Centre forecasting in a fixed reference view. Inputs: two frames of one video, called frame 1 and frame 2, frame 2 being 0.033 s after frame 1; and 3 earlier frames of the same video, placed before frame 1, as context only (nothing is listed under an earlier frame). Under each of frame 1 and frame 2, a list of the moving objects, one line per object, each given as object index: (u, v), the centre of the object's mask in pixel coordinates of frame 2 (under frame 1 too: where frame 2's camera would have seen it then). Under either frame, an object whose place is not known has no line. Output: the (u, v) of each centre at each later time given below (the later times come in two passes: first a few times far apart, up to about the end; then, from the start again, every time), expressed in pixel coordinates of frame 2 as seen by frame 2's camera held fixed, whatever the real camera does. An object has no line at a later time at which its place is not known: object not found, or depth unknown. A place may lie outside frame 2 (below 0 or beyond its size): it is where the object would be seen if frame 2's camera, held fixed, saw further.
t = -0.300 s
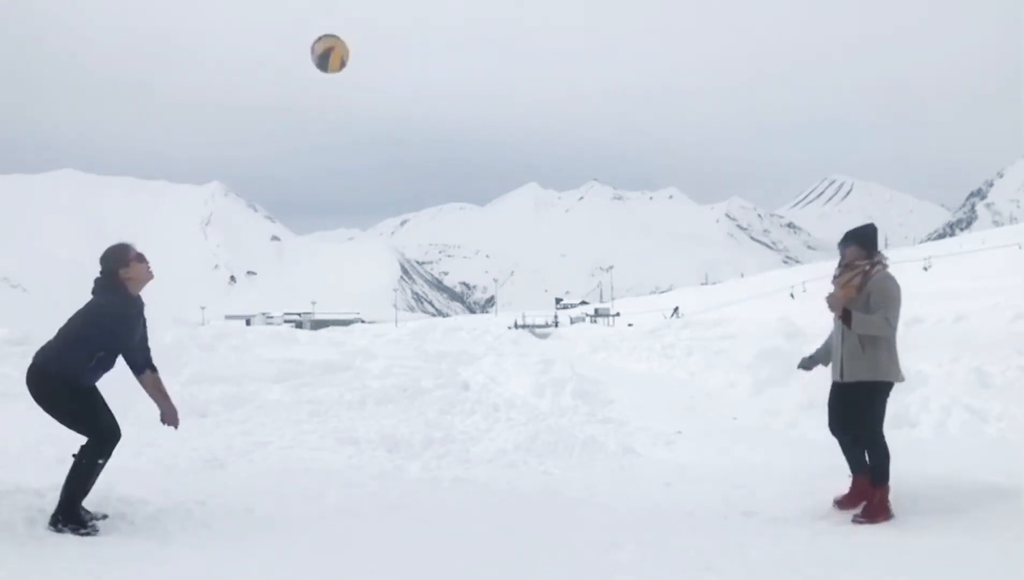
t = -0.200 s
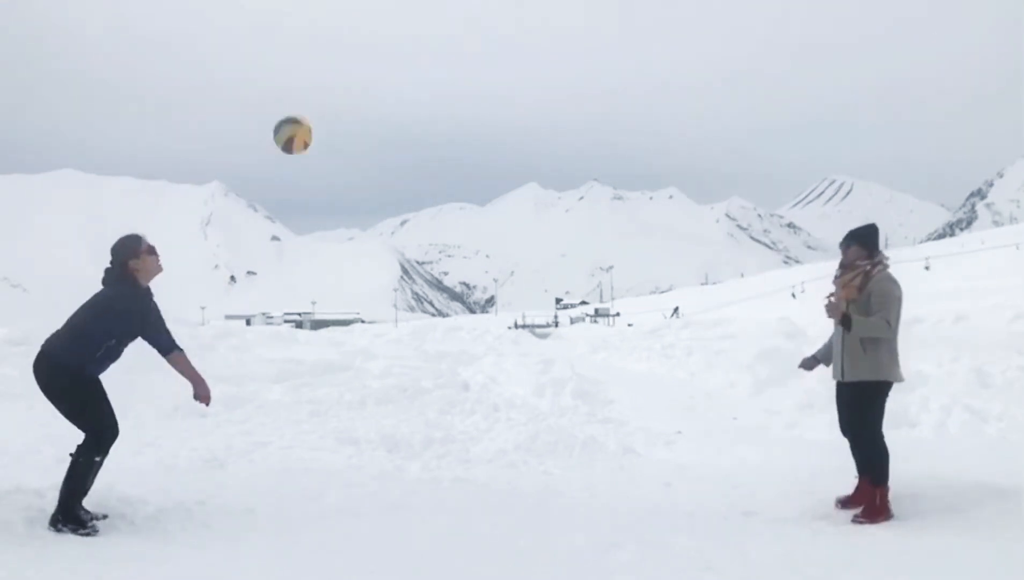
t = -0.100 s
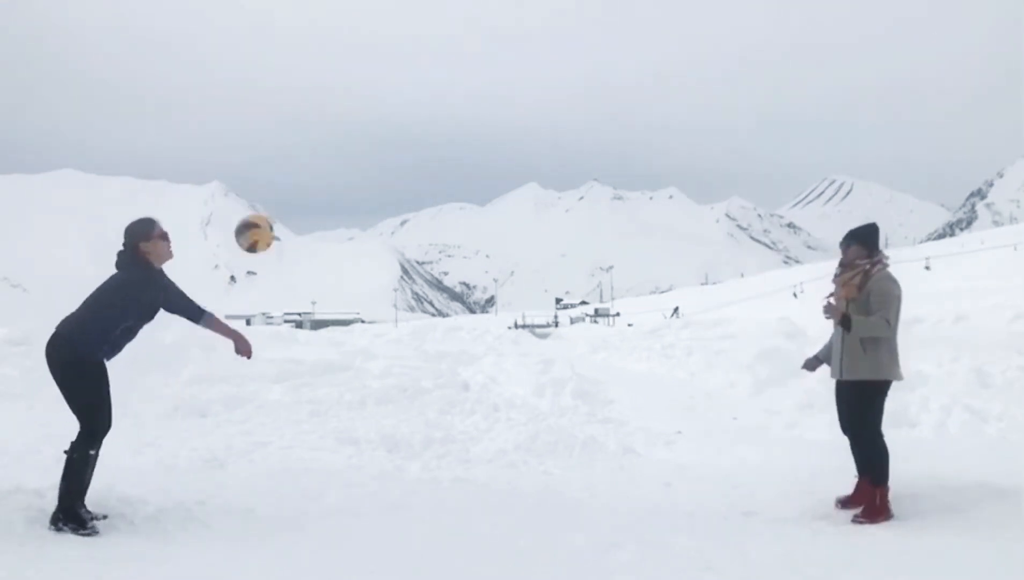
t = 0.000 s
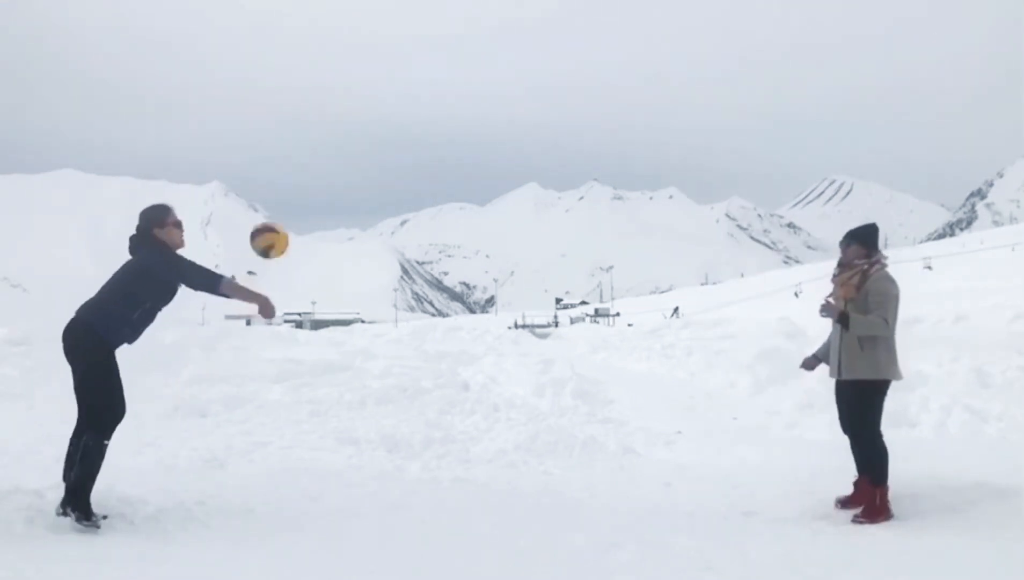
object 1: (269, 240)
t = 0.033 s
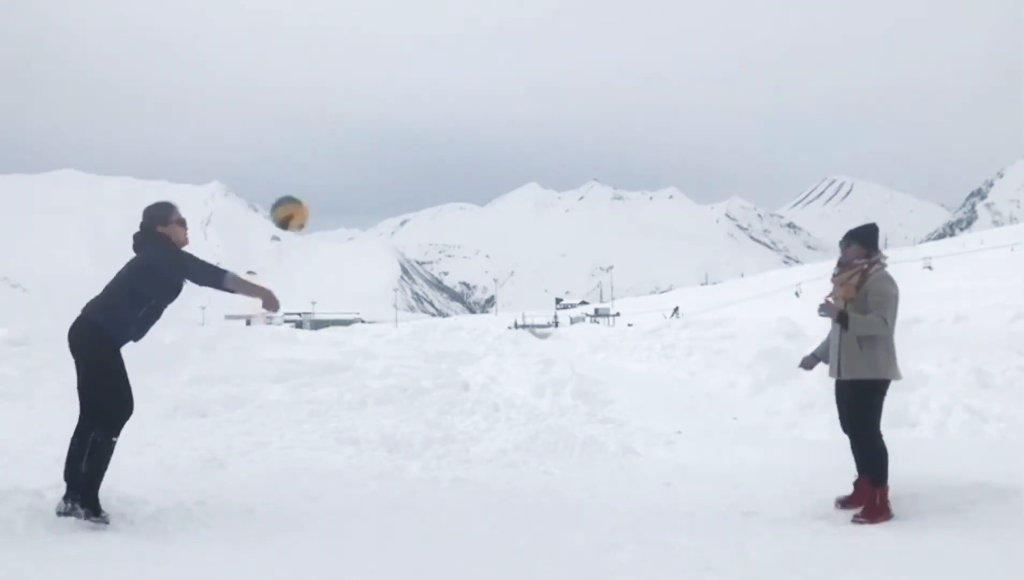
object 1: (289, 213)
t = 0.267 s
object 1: (422, 85)
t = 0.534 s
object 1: (555, 61)
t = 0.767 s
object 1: (659, 132)
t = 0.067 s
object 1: (309, 189)
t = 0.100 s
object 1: (329, 166)
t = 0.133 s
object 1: (348, 145)
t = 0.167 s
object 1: (367, 127)
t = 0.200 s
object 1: (386, 111)
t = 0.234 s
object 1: (404, 96)
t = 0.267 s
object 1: (422, 85)
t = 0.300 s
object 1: (439, 75)
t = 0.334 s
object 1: (456, 67)
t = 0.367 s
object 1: (474, 61)
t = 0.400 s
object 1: (490, 58)
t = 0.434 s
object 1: (507, 56)
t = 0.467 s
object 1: (523, 56)
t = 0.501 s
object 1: (539, 58)
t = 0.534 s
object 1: (555, 61)
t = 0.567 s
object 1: (570, 66)
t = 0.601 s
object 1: (586, 74)
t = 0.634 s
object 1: (601, 82)
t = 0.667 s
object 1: (616, 92)
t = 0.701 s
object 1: (630, 104)
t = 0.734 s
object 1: (645, 117)
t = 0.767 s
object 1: (659, 132)
